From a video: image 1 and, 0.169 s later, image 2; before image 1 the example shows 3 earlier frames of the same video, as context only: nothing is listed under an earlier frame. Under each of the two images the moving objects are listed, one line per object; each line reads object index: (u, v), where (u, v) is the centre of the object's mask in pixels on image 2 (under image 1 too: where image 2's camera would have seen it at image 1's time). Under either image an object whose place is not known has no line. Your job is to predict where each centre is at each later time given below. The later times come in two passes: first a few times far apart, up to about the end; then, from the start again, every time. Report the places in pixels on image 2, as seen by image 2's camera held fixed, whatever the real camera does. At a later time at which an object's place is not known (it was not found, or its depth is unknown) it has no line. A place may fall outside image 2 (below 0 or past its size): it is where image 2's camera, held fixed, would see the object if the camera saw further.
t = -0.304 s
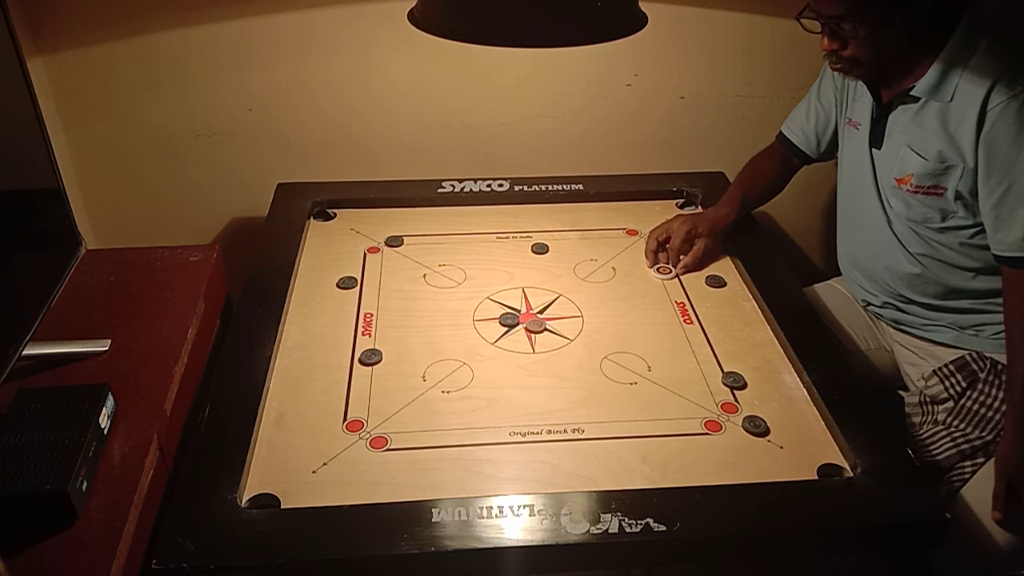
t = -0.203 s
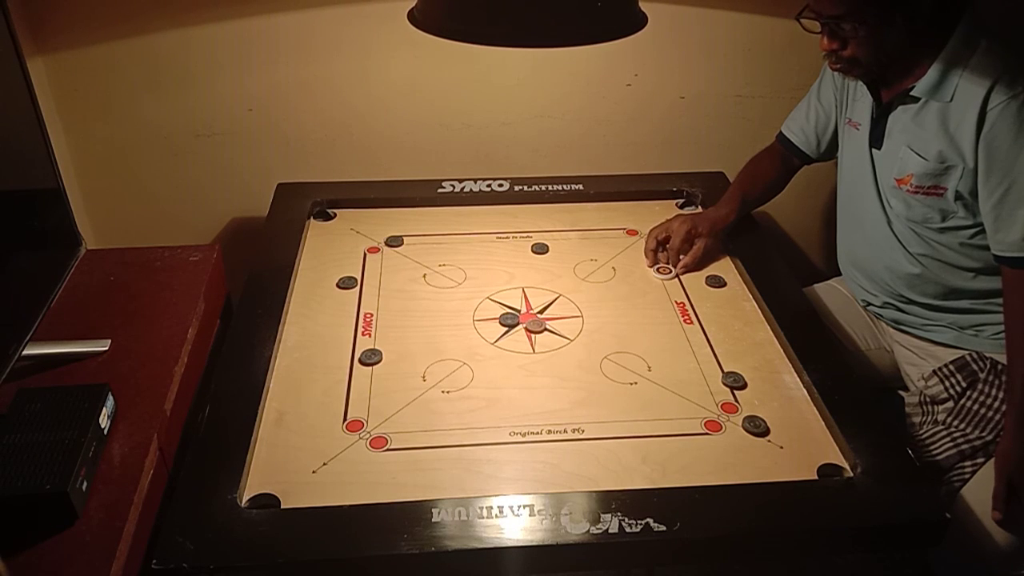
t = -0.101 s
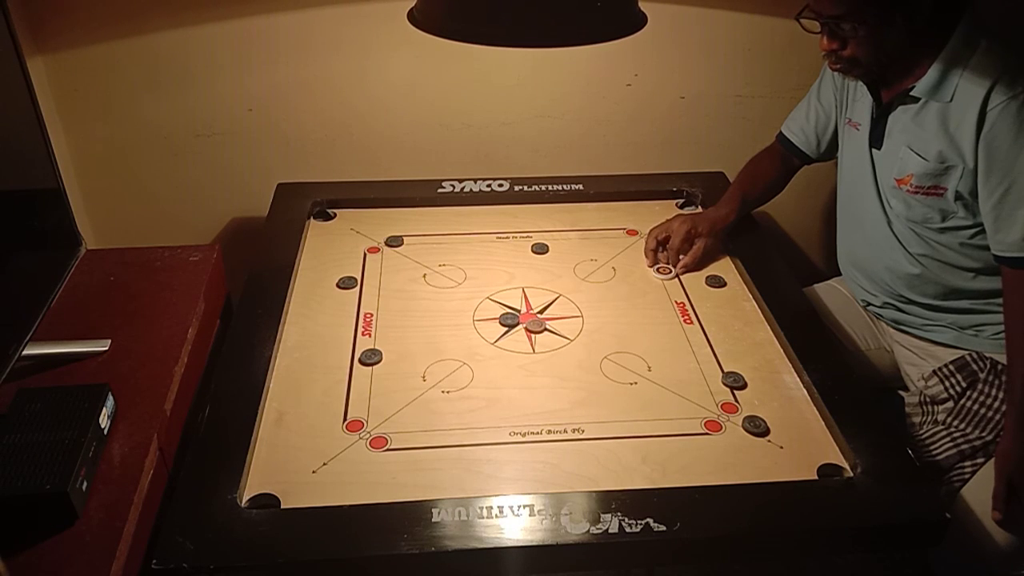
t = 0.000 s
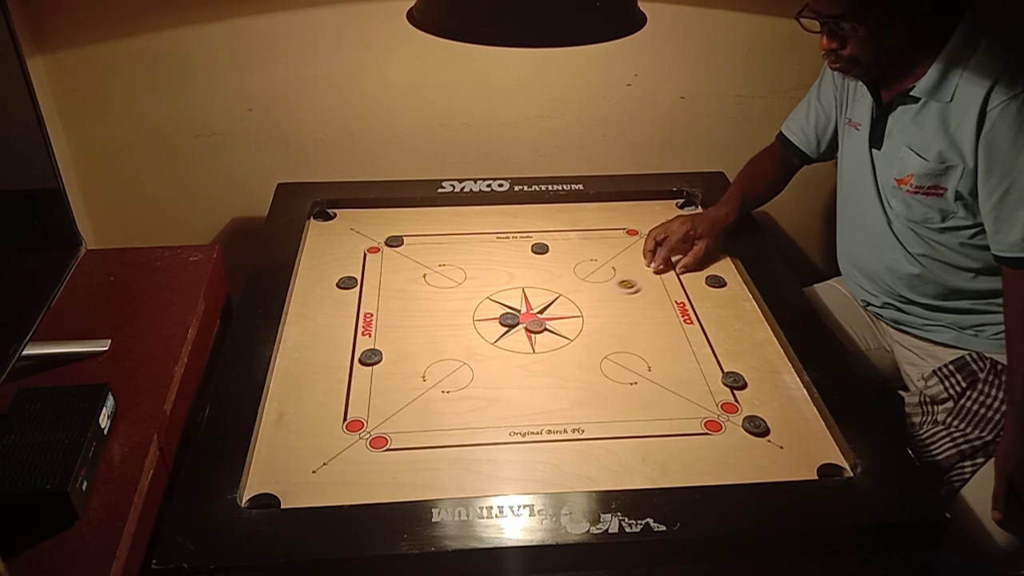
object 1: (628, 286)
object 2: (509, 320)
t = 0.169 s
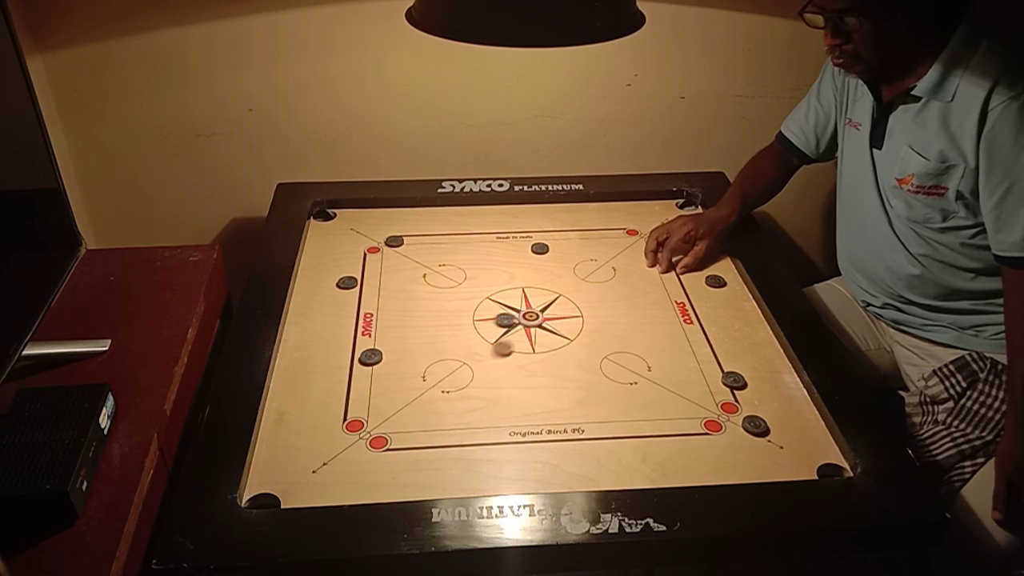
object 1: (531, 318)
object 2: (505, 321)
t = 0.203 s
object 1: (525, 319)
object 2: (487, 323)
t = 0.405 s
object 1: (505, 323)
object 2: (400, 334)
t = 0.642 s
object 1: (504, 324)
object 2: (346, 340)
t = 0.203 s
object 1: (525, 319)
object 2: (487, 323)
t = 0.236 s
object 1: (519, 320)
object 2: (470, 325)
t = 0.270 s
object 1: (514, 322)
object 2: (454, 327)
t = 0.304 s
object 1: (511, 322)
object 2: (439, 329)
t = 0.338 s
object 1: (508, 323)
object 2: (425, 331)
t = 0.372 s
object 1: (506, 323)
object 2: (412, 333)
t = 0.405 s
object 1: (505, 323)
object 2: (400, 334)
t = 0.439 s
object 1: (504, 324)
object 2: (389, 335)
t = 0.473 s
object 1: (504, 324)
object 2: (379, 337)
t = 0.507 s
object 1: (504, 324)
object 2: (370, 338)
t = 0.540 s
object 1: (504, 324)
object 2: (362, 339)
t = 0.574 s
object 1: (504, 323)
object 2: (355, 340)
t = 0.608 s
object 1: (504, 324)
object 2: (350, 340)
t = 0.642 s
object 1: (504, 324)
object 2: (346, 340)
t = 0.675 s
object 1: (504, 323)
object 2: (344, 341)
